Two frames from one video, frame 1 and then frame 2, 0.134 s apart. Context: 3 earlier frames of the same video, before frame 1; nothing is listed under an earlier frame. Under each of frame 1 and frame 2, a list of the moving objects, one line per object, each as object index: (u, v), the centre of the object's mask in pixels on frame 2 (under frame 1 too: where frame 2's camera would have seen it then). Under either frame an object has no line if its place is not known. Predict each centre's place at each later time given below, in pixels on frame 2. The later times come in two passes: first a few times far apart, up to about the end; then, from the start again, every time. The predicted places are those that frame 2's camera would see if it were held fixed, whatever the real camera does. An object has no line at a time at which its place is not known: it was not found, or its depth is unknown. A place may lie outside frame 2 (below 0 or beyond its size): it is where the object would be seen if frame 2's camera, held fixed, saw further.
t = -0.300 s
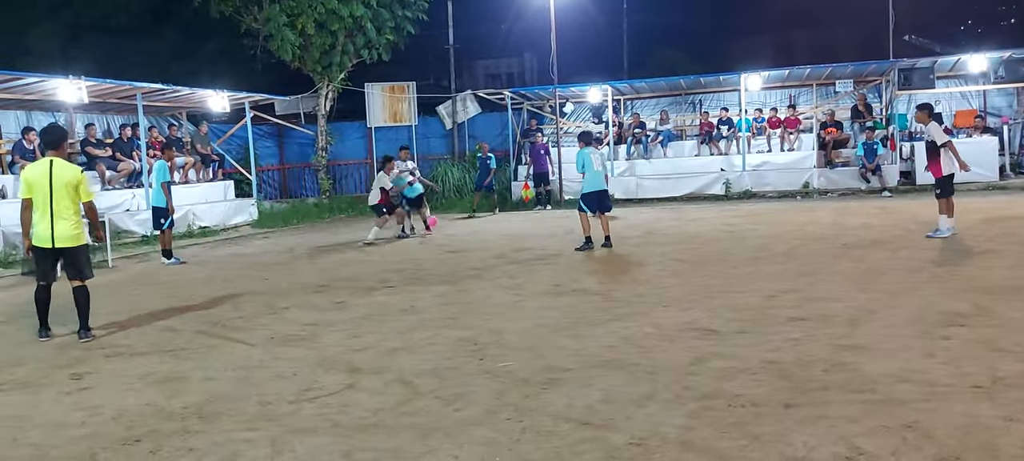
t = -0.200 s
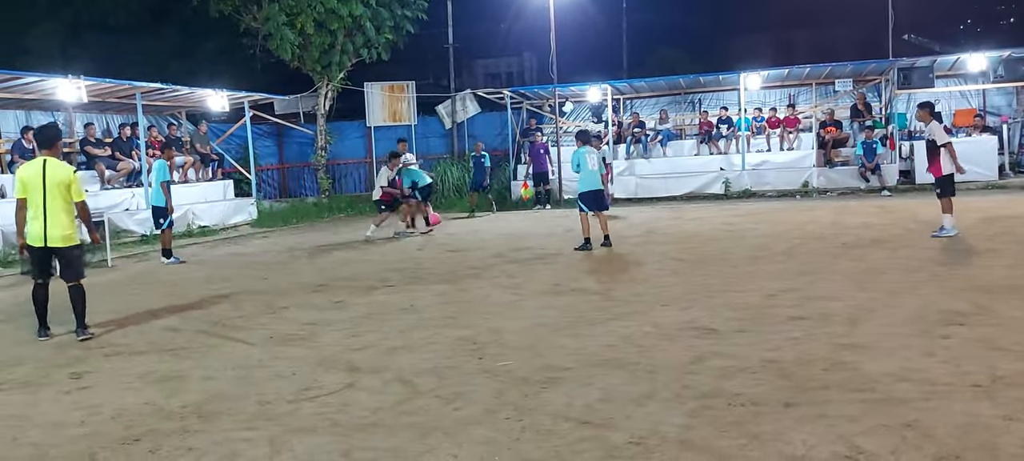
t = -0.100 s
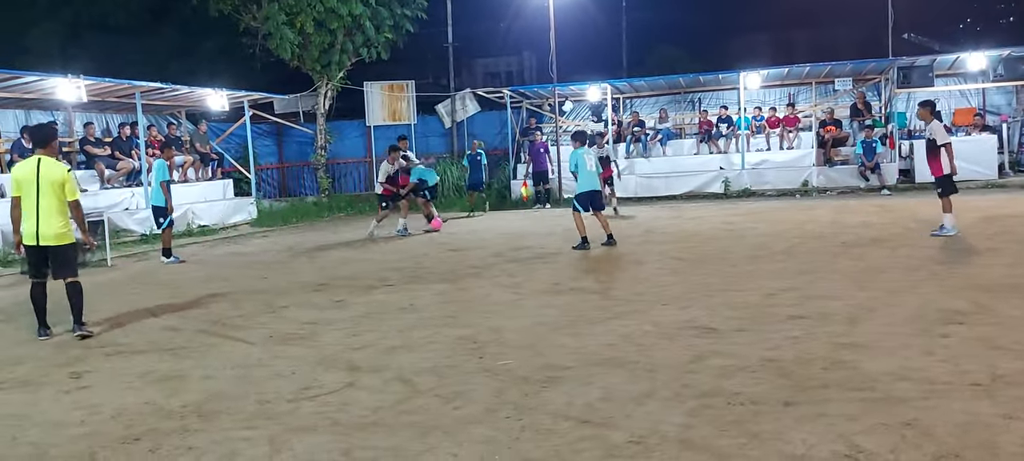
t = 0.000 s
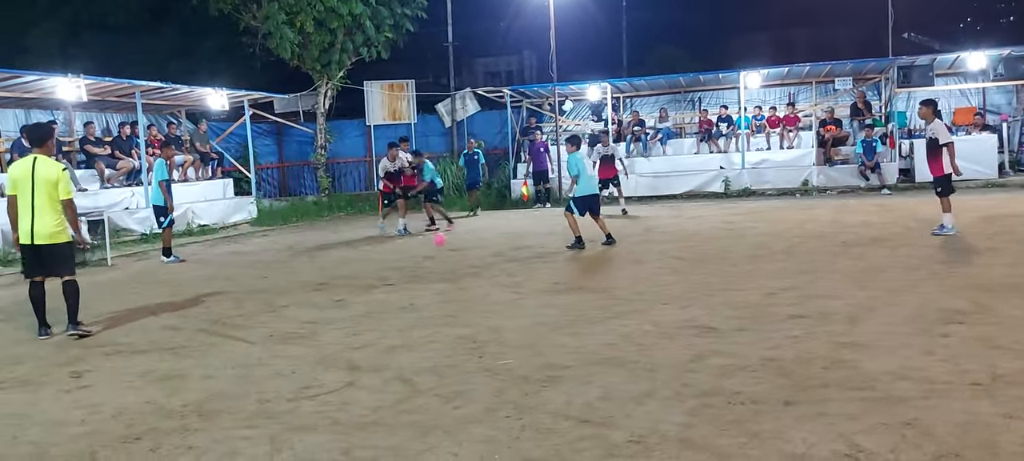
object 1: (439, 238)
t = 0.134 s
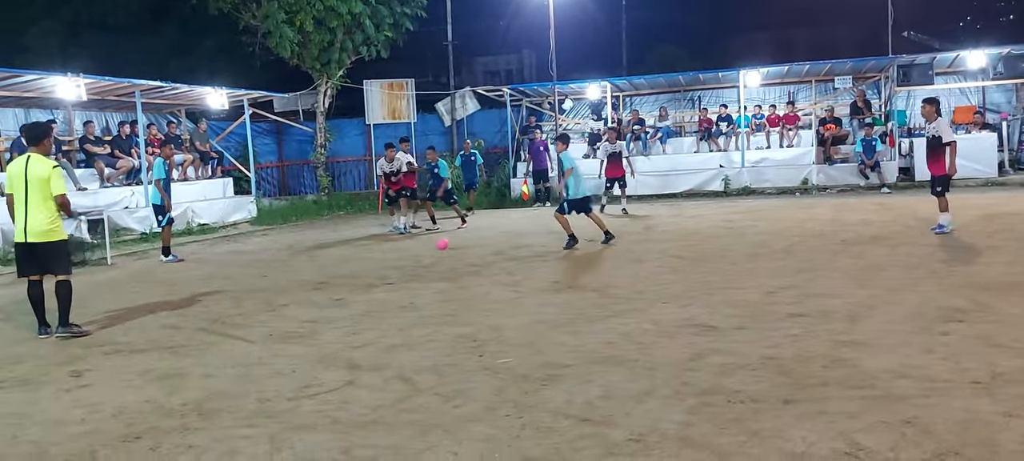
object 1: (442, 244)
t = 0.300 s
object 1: (444, 247)
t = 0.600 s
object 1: (448, 275)
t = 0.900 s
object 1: (447, 316)
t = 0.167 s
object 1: (442, 243)
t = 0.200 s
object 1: (443, 243)
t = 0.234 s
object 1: (443, 243)
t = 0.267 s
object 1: (444, 245)
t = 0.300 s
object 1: (444, 247)
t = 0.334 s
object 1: (445, 252)
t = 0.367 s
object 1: (445, 257)
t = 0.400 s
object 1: (446, 266)
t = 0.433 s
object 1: (447, 273)
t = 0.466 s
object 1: (447, 273)
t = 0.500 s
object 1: (448, 272)
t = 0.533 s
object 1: (448, 272)
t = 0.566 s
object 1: (448, 273)
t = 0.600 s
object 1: (448, 275)
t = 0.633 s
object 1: (448, 280)
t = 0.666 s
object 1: (449, 285)
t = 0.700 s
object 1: (449, 292)
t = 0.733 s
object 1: (449, 299)
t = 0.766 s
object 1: (449, 299)
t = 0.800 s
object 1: (448, 301)
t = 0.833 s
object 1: (447, 305)
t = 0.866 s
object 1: (447, 309)
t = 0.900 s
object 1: (447, 316)
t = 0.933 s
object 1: (447, 321)
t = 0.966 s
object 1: (447, 324)
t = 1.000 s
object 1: (446, 329)
